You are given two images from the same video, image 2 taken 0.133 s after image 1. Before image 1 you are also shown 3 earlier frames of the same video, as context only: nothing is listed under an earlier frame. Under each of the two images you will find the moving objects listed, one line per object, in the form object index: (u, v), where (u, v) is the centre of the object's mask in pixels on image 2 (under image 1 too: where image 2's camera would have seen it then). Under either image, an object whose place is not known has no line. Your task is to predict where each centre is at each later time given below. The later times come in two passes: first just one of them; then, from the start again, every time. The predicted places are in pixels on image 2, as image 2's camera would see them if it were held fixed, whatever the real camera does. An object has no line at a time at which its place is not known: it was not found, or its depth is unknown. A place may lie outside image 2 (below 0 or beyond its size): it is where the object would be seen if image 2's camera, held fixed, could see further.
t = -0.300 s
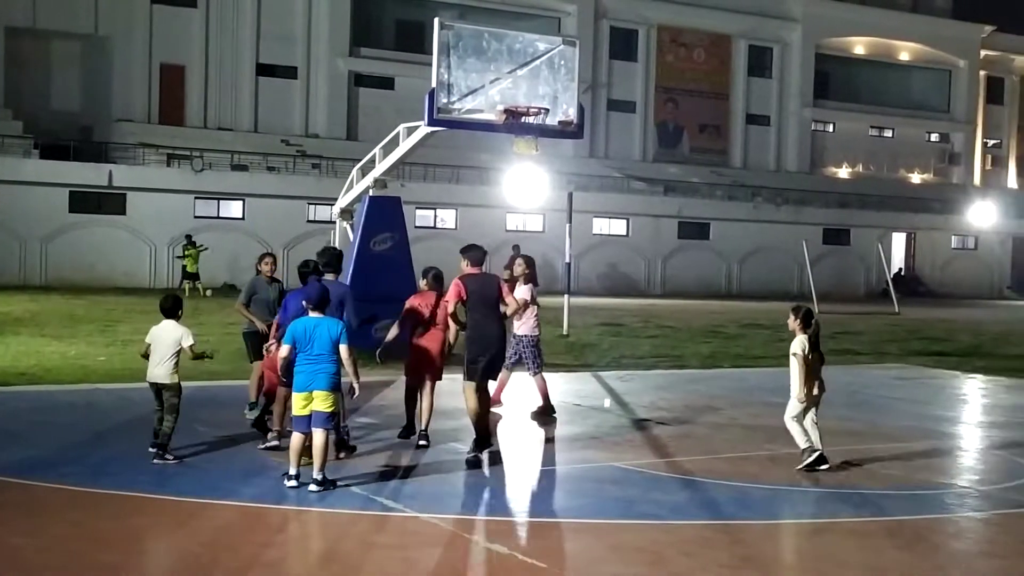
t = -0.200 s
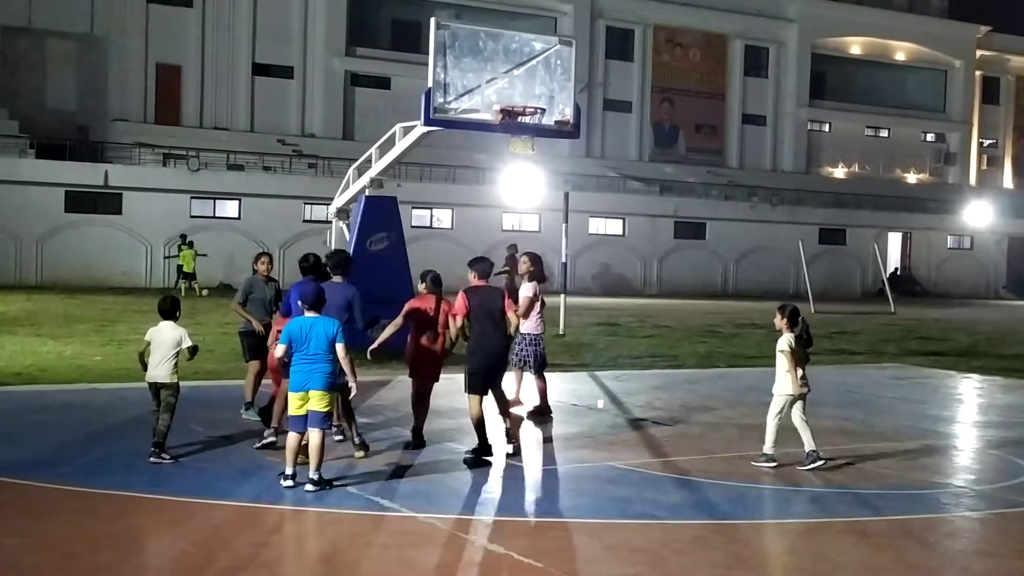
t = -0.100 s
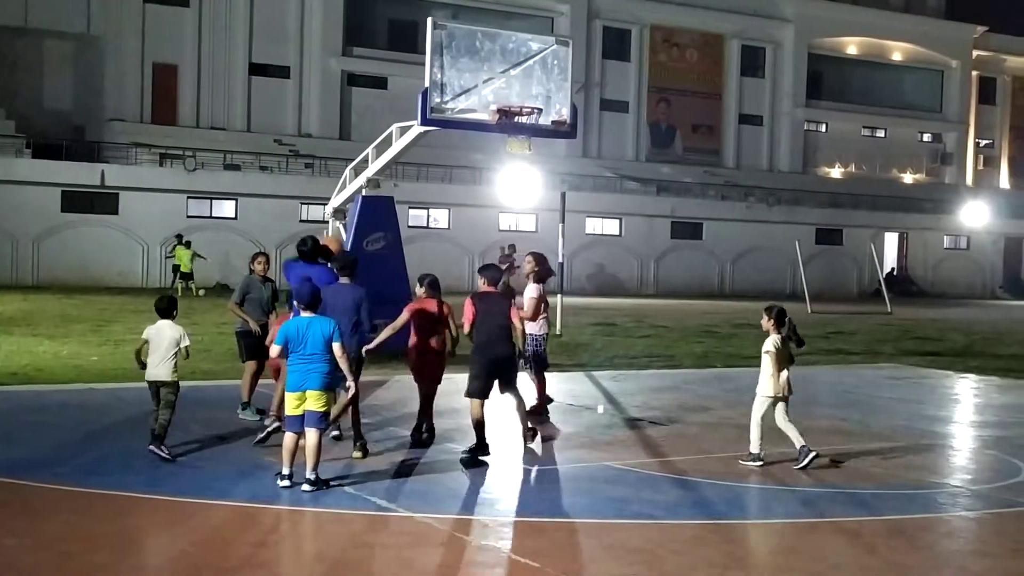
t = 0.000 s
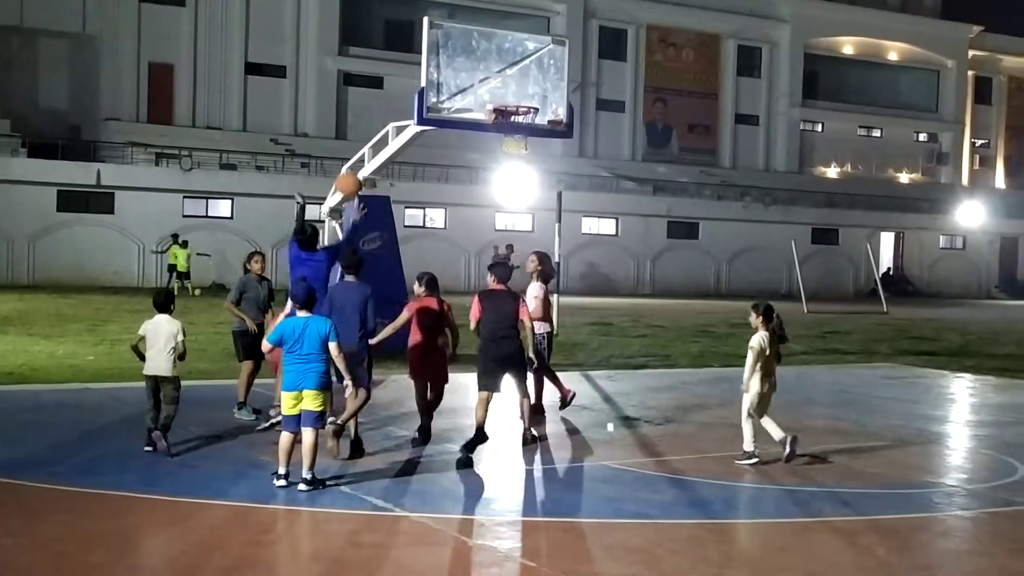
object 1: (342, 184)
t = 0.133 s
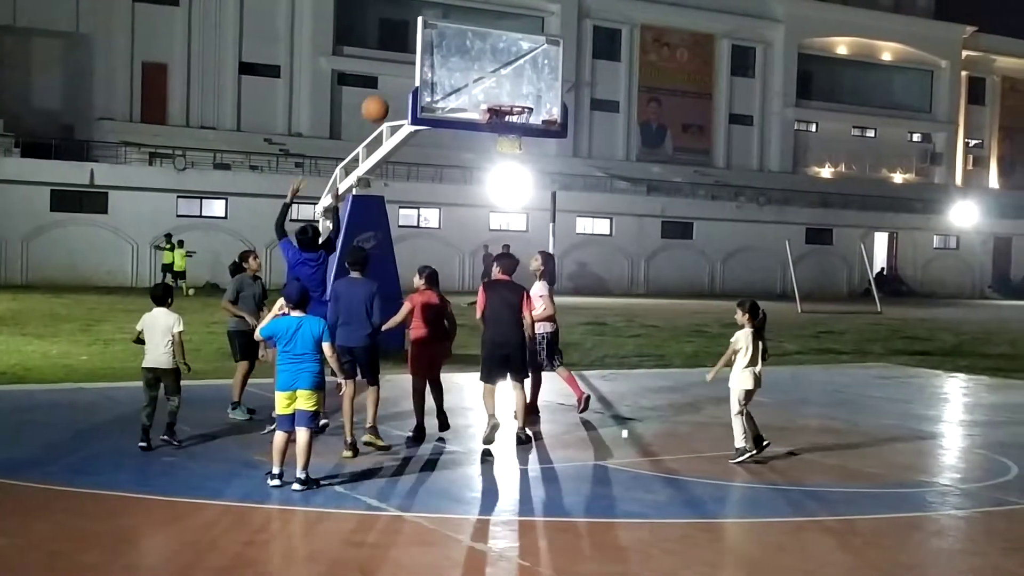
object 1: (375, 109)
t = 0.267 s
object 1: (405, 59)
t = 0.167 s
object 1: (383, 95)
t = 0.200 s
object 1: (391, 82)
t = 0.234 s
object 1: (397, 70)
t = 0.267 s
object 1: (405, 59)
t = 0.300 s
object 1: (412, 51)
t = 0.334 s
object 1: (419, 44)
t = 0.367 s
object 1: (426, 38)
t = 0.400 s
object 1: (432, 33)
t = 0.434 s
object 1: (438, 30)
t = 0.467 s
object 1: (445, 28)
